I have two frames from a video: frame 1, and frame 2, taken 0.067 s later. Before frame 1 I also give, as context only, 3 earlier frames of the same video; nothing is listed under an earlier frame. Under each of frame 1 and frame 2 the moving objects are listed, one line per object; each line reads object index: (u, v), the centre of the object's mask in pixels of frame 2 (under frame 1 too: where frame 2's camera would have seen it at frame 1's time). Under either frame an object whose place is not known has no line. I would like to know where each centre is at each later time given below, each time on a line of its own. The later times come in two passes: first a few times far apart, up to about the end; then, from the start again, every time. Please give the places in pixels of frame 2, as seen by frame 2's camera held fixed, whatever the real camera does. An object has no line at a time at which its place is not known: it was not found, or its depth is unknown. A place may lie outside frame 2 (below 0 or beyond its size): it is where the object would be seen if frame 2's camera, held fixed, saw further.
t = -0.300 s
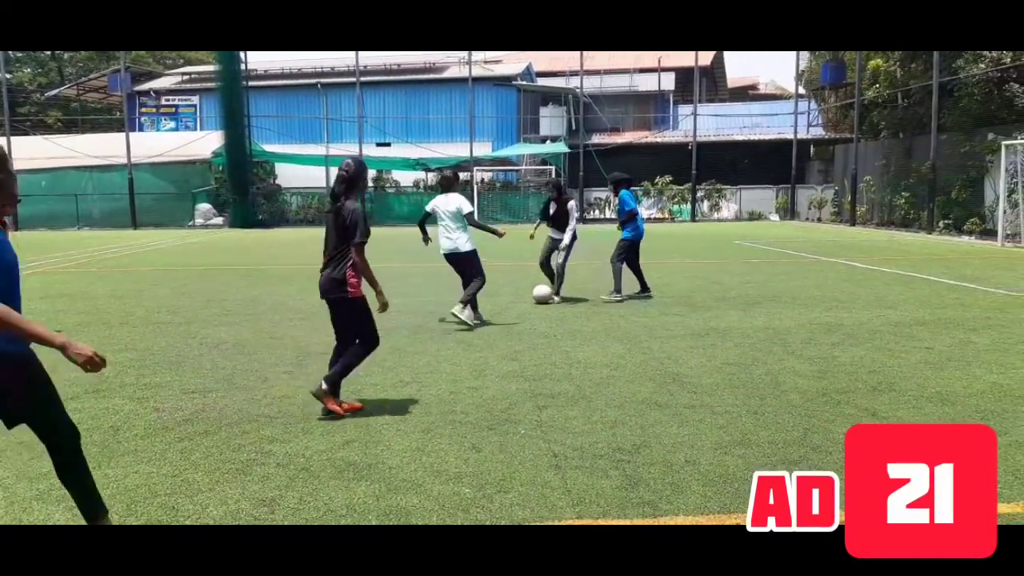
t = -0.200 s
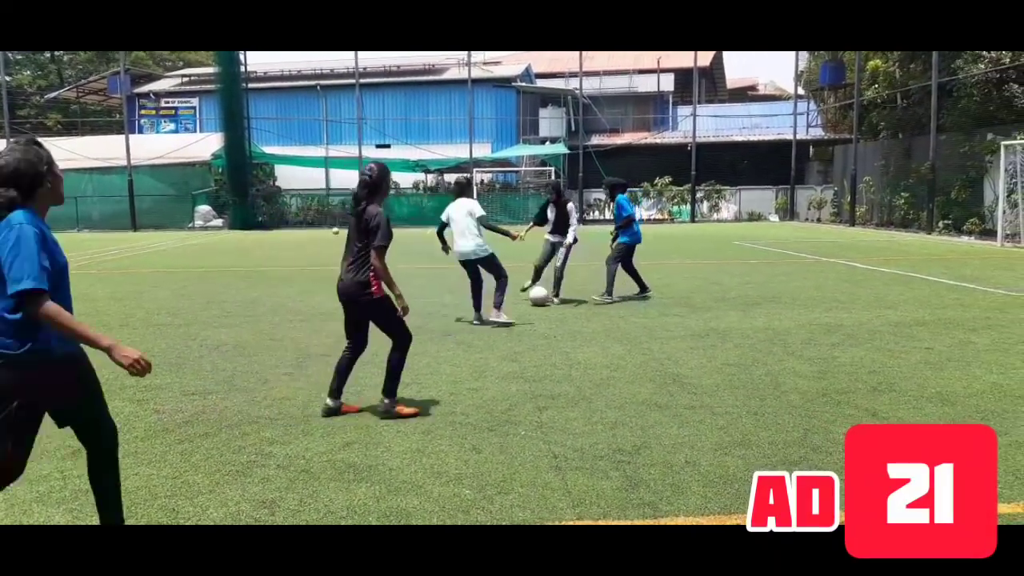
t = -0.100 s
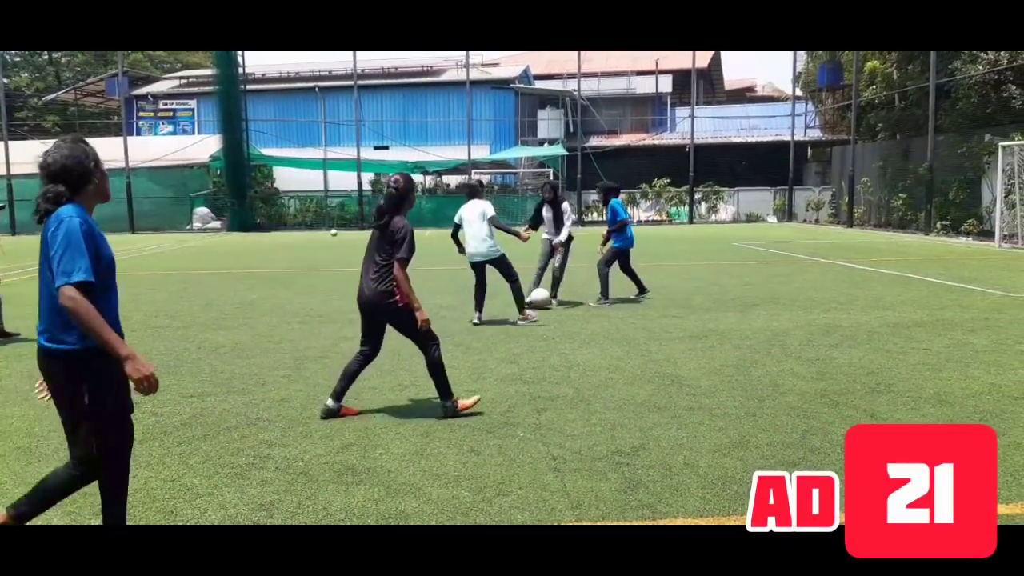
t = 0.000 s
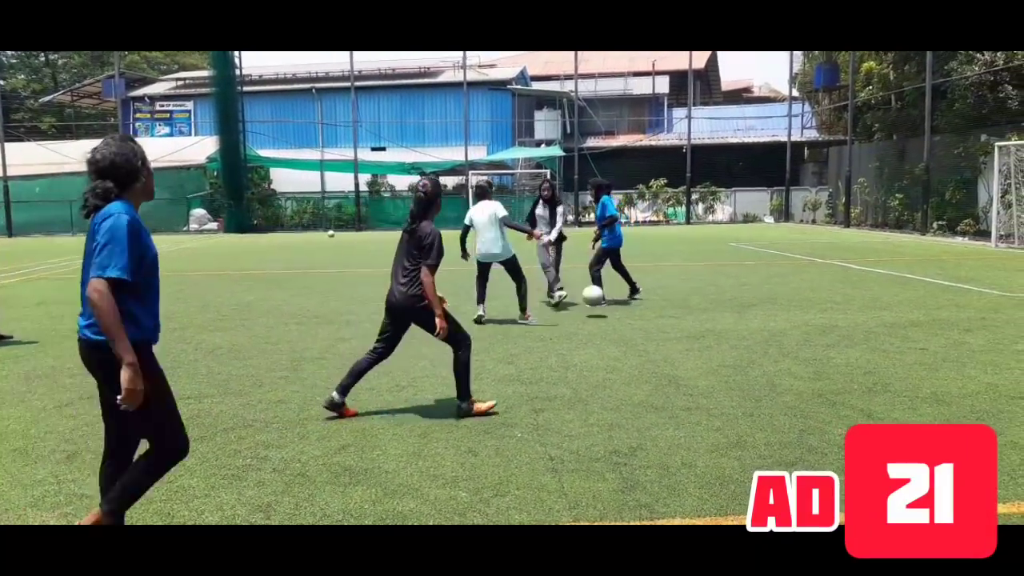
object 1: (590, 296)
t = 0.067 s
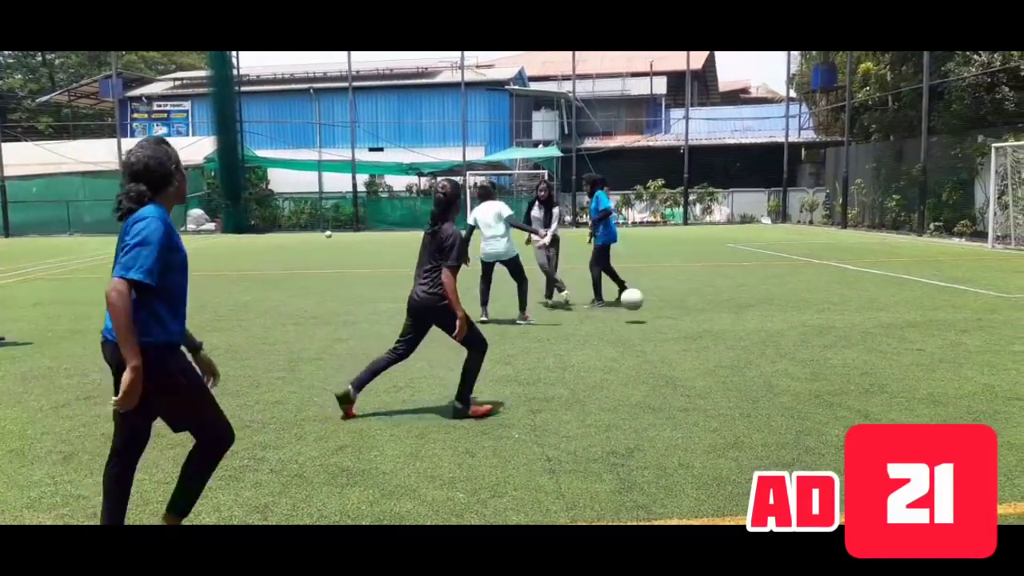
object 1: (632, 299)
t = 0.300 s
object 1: (798, 324)
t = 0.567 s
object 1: (1000, 349)
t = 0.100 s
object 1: (654, 302)
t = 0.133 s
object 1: (678, 307)
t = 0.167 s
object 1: (702, 313)
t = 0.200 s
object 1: (727, 320)
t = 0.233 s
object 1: (753, 326)
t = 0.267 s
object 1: (775, 325)
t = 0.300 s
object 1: (798, 324)
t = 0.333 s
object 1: (822, 325)
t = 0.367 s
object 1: (846, 328)
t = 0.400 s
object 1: (872, 331)
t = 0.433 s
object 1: (899, 337)
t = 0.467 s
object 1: (926, 343)
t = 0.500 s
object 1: (953, 350)
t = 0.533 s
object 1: (977, 349)
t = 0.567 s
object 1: (1000, 349)
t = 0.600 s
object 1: (1024, 350)
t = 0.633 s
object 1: (1049, 352)
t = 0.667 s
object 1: (1075, 356)
